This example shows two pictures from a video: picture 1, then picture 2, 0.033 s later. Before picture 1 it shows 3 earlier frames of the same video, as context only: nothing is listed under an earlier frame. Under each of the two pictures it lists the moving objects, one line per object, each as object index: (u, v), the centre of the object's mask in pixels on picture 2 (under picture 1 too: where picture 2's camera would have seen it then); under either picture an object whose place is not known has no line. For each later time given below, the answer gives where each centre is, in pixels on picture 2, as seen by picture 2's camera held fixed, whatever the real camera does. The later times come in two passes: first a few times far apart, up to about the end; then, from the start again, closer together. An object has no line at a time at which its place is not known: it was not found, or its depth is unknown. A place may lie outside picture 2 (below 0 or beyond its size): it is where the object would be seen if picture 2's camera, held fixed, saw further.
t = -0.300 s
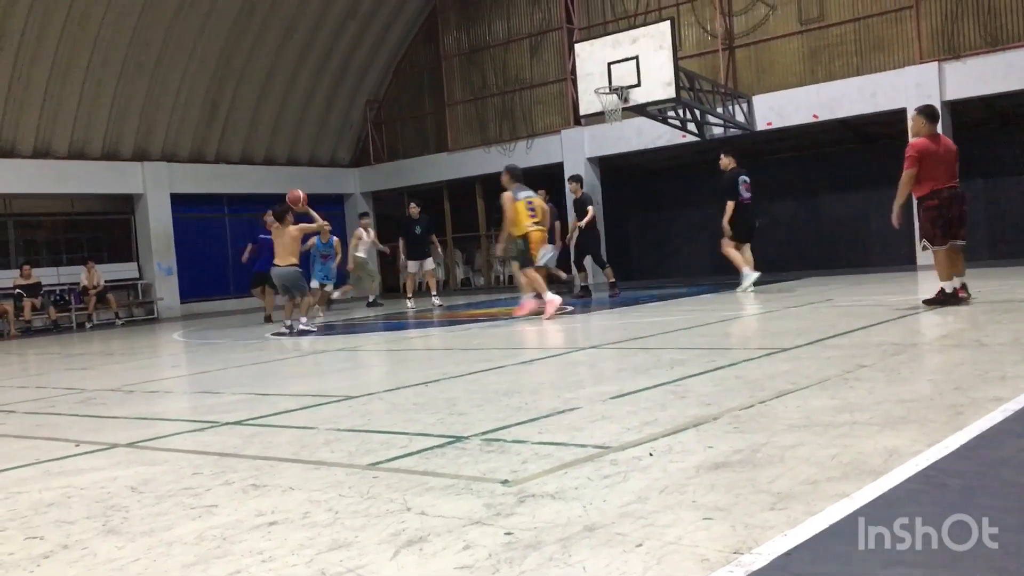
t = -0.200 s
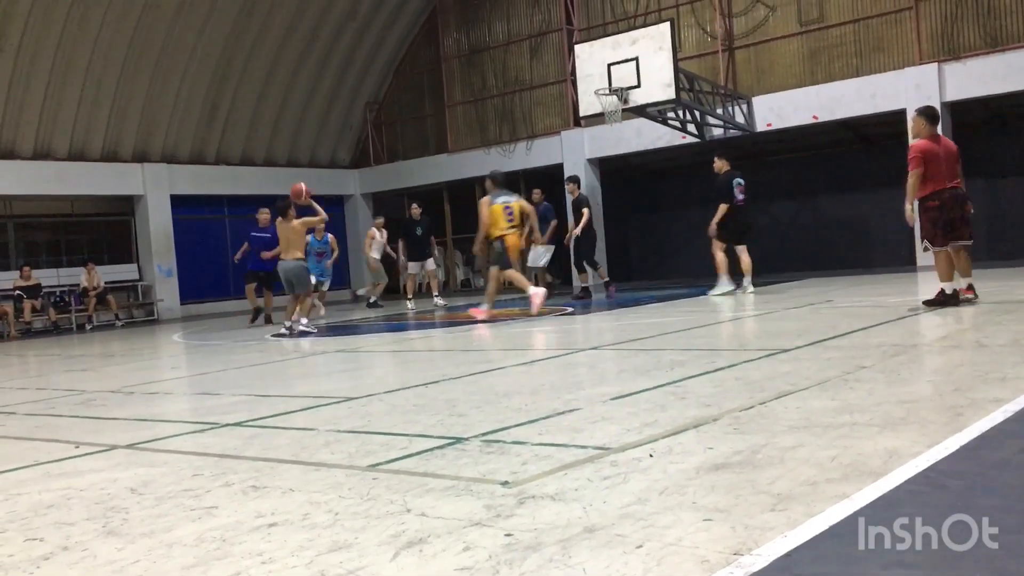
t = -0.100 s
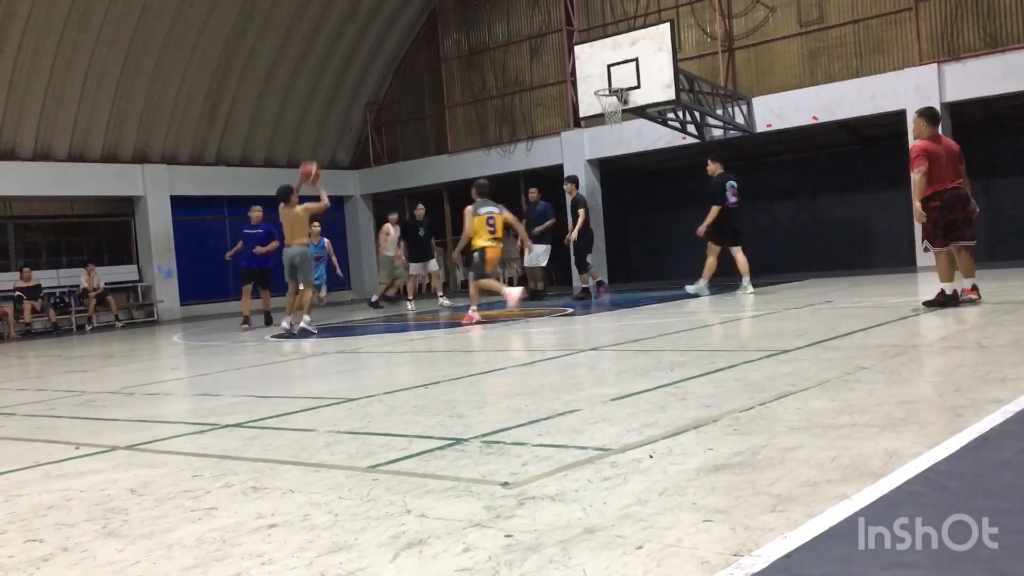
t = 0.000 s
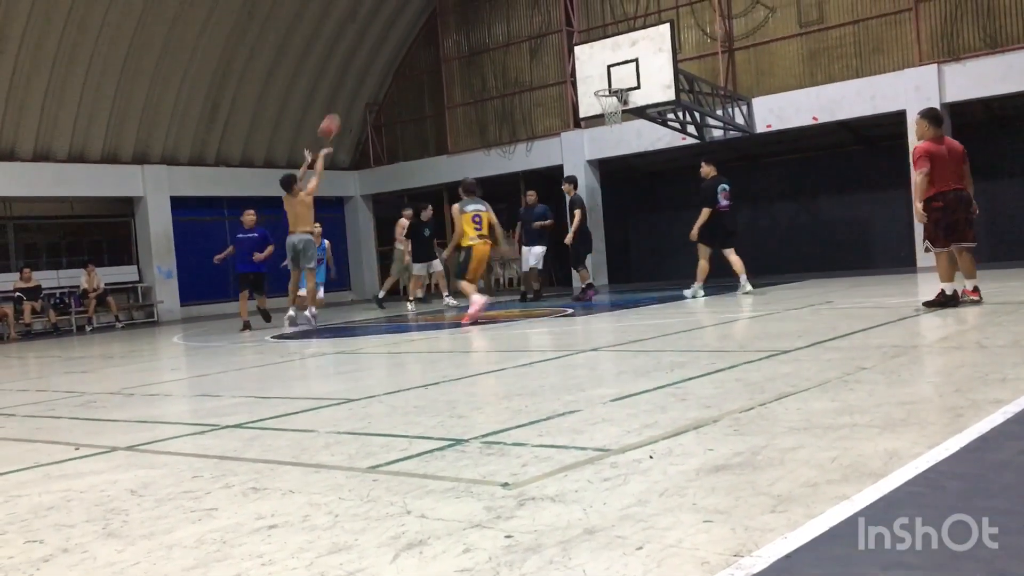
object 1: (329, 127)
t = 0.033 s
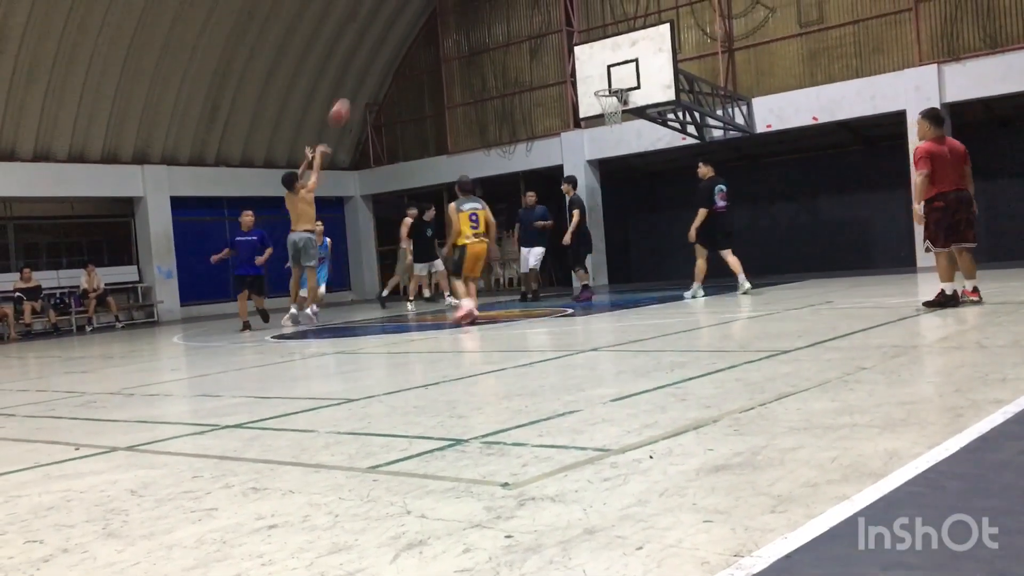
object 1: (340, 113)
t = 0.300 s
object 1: (416, 30)
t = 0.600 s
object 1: (493, 9)
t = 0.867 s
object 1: (555, 43)
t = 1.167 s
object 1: (566, 74)
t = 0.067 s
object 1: (349, 98)
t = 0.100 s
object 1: (360, 85)
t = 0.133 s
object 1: (371, 73)
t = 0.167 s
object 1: (379, 62)
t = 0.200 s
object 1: (389, 53)
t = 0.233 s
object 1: (398, 43)
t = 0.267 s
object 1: (407, 36)
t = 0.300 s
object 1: (416, 30)
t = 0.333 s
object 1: (425, 24)
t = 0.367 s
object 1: (434, 19)
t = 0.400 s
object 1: (443, 15)
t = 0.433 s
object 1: (452, 12)
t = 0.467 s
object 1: (460, 10)
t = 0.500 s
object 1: (469, 8)
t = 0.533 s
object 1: (477, 8)
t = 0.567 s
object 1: (484, 7)
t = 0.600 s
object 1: (493, 9)
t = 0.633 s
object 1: (501, 11)
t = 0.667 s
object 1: (509, 13)
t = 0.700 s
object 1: (517, 16)
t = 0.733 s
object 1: (526, 22)
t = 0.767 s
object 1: (533, 26)
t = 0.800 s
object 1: (541, 32)
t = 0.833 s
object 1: (548, 36)
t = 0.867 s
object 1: (555, 43)
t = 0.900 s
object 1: (562, 51)
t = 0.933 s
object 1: (570, 60)
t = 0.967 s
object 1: (577, 67)
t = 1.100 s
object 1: (579, 79)
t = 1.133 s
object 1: (572, 76)
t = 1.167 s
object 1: (566, 74)
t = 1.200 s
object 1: (561, 73)
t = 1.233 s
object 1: (552, 69)
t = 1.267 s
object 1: (546, 70)
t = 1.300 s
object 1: (539, 71)
